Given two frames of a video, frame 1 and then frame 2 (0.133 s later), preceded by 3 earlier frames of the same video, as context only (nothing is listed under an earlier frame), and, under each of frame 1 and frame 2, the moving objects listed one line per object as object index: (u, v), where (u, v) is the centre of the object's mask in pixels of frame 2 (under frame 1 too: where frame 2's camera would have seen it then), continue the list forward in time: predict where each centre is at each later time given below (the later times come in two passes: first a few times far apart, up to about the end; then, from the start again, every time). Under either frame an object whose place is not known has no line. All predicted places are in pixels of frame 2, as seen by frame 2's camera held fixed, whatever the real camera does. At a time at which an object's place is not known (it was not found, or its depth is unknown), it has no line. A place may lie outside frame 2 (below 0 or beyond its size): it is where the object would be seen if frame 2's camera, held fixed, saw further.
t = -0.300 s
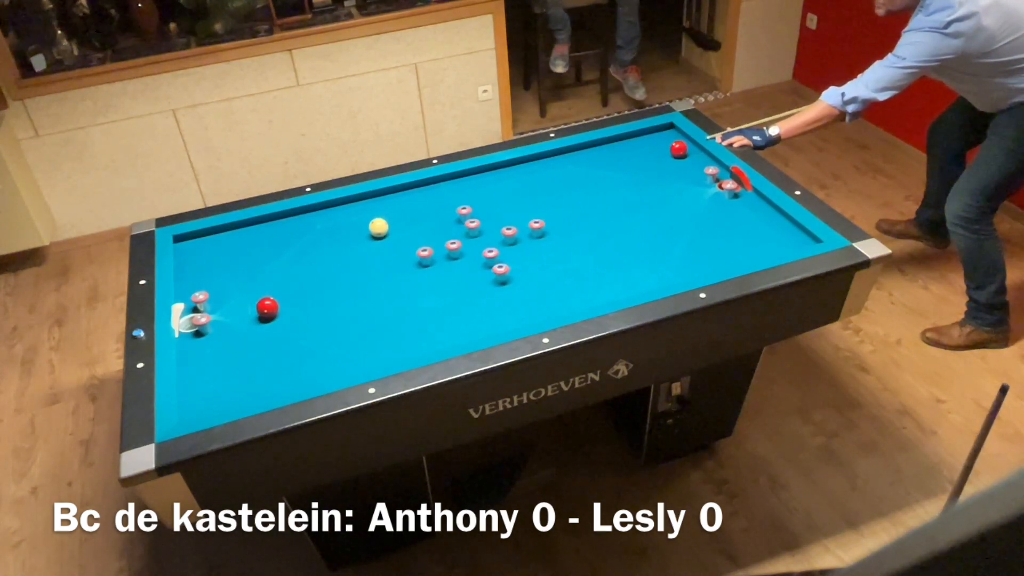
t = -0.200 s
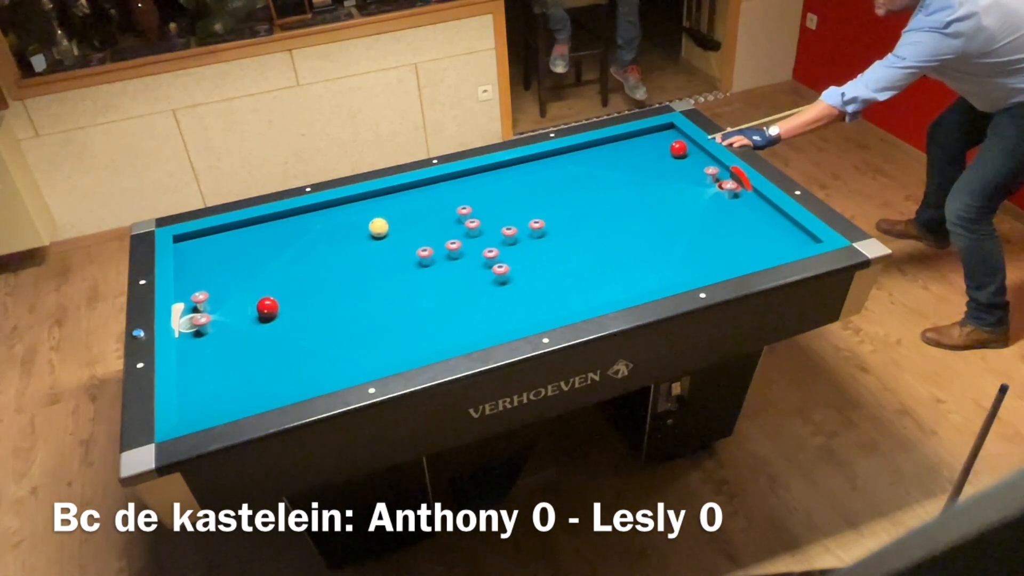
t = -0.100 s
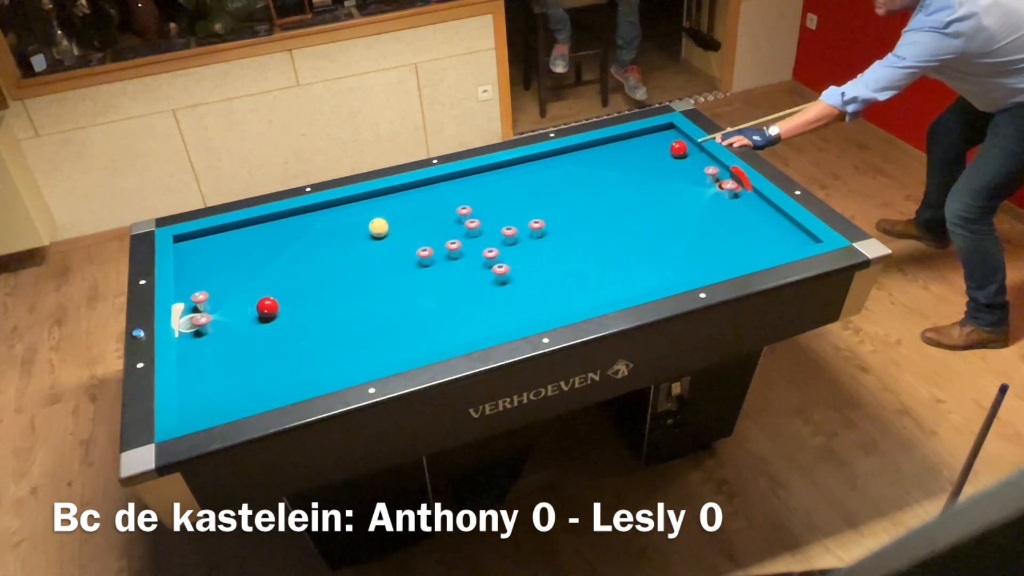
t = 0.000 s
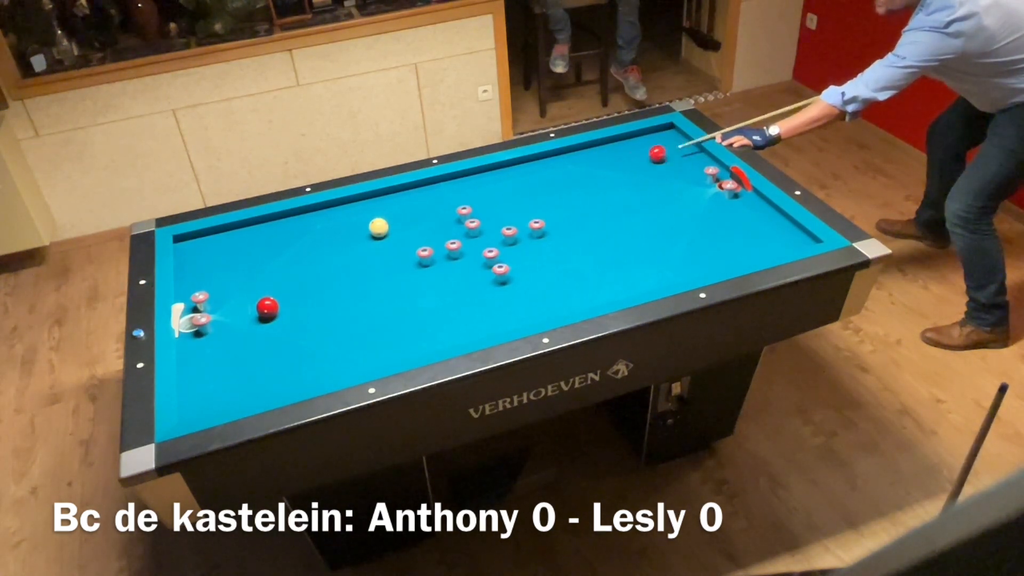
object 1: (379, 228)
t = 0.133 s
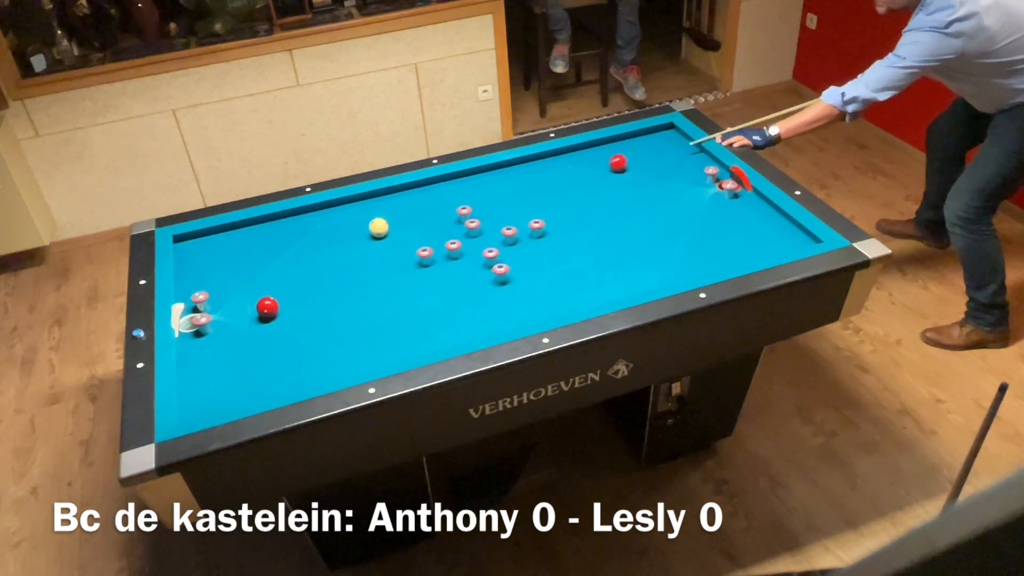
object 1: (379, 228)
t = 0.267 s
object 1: (379, 228)
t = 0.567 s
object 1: (379, 228)
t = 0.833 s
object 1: (379, 228)
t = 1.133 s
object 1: (367, 244)
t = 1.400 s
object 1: (354, 262)
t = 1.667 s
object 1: (342, 279)
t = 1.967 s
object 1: (327, 299)
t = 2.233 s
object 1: (314, 317)
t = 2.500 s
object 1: (301, 335)
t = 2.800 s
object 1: (286, 355)
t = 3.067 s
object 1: (273, 373)
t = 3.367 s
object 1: (258, 391)
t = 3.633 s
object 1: (248, 391)
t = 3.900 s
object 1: (239, 388)
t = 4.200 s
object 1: (230, 383)
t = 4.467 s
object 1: (224, 380)
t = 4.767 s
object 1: (217, 377)
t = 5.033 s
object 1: (213, 375)
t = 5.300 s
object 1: (209, 373)
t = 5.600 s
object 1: (206, 371)
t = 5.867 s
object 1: (204, 371)
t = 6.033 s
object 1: (204, 371)
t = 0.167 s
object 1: (379, 228)
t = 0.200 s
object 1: (379, 228)
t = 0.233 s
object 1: (379, 228)
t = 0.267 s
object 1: (379, 228)
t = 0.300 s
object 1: (379, 228)
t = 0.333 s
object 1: (379, 228)
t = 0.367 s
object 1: (379, 228)
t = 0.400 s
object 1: (379, 228)
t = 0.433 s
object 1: (379, 228)
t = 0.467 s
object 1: (379, 228)
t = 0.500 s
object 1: (379, 228)
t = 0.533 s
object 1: (379, 228)
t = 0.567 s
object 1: (379, 228)
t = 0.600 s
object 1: (379, 228)
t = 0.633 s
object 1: (379, 228)
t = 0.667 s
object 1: (379, 228)
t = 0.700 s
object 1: (379, 228)
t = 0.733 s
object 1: (379, 228)
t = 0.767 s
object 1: (379, 228)
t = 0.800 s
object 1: (379, 228)
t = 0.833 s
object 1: (379, 228)
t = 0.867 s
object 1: (379, 228)
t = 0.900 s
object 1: (378, 229)
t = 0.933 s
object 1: (376, 232)
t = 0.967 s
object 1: (374, 234)
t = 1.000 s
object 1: (373, 236)
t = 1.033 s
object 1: (371, 238)
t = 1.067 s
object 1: (370, 240)
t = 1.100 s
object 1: (368, 242)
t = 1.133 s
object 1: (367, 244)
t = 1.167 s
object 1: (365, 247)
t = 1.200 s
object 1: (364, 249)
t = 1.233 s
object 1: (362, 251)
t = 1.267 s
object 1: (360, 253)
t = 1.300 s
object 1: (359, 255)
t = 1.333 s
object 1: (357, 257)
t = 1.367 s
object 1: (356, 259)
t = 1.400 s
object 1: (354, 262)
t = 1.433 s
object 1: (353, 264)
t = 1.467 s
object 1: (351, 266)
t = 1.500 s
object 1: (350, 268)
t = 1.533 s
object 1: (348, 270)
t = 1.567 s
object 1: (346, 273)
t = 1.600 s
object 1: (345, 275)
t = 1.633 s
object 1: (343, 277)
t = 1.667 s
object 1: (342, 279)
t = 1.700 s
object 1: (340, 281)
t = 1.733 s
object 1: (339, 284)
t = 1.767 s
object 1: (337, 286)
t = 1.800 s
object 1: (335, 288)
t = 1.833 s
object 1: (334, 290)
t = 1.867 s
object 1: (332, 293)
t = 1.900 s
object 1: (330, 295)
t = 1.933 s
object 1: (329, 297)
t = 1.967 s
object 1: (327, 299)
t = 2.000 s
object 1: (326, 301)
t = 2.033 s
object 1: (324, 303)
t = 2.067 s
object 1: (322, 306)
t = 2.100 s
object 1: (321, 308)
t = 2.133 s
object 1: (319, 310)
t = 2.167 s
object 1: (318, 313)
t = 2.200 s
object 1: (316, 315)
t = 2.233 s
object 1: (314, 317)
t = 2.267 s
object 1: (313, 319)
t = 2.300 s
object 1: (311, 322)
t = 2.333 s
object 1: (309, 324)
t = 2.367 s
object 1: (308, 326)
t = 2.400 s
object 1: (306, 328)
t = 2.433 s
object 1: (305, 331)
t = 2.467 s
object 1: (303, 332)
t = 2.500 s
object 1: (301, 335)
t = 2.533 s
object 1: (300, 337)
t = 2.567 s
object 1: (298, 339)
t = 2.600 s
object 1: (296, 341)
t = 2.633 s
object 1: (295, 344)
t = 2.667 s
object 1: (293, 346)
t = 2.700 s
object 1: (291, 349)
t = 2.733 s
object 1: (290, 351)
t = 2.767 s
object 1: (288, 353)
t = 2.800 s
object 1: (286, 355)
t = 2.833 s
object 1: (285, 358)
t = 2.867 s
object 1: (283, 360)
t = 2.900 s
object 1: (282, 362)
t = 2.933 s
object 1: (280, 365)
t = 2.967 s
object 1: (278, 367)
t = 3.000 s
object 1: (277, 369)
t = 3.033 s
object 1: (275, 371)
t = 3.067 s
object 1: (273, 373)
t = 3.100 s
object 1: (272, 376)
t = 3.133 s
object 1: (270, 378)
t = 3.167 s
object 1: (269, 380)
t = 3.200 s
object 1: (267, 382)
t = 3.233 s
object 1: (265, 385)
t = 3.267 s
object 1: (264, 387)
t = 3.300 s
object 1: (262, 388)
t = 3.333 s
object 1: (260, 390)
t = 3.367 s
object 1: (258, 391)
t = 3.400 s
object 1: (257, 393)
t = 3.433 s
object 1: (255, 393)
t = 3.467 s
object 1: (254, 393)
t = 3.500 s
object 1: (253, 392)
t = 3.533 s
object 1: (251, 392)
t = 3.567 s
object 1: (250, 392)
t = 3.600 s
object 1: (249, 392)
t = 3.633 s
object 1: (248, 391)
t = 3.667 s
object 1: (247, 391)
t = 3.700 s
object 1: (246, 391)
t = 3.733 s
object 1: (245, 390)
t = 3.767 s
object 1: (243, 389)
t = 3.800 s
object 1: (242, 389)
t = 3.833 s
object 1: (241, 388)
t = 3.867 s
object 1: (240, 388)
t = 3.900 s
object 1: (239, 388)
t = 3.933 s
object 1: (238, 387)
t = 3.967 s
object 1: (237, 387)
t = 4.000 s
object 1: (236, 386)
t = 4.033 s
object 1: (235, 386)
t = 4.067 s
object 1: (234, 385)
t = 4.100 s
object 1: (233, 384)
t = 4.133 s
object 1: (232, 384)
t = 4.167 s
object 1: (231, 384)
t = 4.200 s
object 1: (230, 383)
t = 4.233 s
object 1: (230, 383)
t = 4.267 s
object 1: (229, 382)
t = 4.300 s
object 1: (228, 382)
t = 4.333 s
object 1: (227, 381)
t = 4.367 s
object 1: (226, 381)
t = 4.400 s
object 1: (225, 381)
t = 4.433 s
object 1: (225, 381)
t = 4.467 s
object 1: (224, 380)
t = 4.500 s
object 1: (223, 380)
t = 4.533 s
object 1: (222, 379)
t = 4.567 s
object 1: (221, 379)
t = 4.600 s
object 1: (221, 379)
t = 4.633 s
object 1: (220, 378)
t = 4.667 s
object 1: (219, 378)
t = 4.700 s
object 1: (219, 378)
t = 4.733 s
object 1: (218, 377)
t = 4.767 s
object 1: (217, 377)
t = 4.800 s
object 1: (217, 377)
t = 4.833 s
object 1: (216, 376)
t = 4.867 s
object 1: (215, 376)
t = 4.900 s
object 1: (215, 376)
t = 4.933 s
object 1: (214, 375)
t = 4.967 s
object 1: (214, 375)
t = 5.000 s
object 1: (213, 375)
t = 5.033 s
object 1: (213, 375)
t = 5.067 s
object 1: (212, 374)
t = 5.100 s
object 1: (212, 374)
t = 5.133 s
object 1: (211, 374)
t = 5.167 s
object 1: (211, 373)
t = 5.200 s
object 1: (210, 373)
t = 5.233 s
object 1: (210, 373)
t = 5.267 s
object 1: (210, 373)
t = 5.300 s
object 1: (209, 373)
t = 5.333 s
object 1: (209, 372)
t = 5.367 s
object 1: (208, 372)
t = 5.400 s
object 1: (208, 372)
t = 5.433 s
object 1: (208, 372)
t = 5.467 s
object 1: (207, 372)
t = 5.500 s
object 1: (207, 372)
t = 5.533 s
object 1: (206, 372)
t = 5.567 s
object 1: (206, 372)
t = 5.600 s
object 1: (206, 371)
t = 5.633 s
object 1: (206, 371)
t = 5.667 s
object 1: (205, 371)
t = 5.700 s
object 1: (205, 371)
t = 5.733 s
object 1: (205, 371)
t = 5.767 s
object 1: (205, 371)
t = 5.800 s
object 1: (204, 371)
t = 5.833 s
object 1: (204, 371)
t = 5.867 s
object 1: (204, 371)
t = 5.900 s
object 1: (204, 371)
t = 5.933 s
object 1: (204, 371)
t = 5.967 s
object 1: (204, 371)
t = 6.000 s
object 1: (204, 370)
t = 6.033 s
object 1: (204, 371)
